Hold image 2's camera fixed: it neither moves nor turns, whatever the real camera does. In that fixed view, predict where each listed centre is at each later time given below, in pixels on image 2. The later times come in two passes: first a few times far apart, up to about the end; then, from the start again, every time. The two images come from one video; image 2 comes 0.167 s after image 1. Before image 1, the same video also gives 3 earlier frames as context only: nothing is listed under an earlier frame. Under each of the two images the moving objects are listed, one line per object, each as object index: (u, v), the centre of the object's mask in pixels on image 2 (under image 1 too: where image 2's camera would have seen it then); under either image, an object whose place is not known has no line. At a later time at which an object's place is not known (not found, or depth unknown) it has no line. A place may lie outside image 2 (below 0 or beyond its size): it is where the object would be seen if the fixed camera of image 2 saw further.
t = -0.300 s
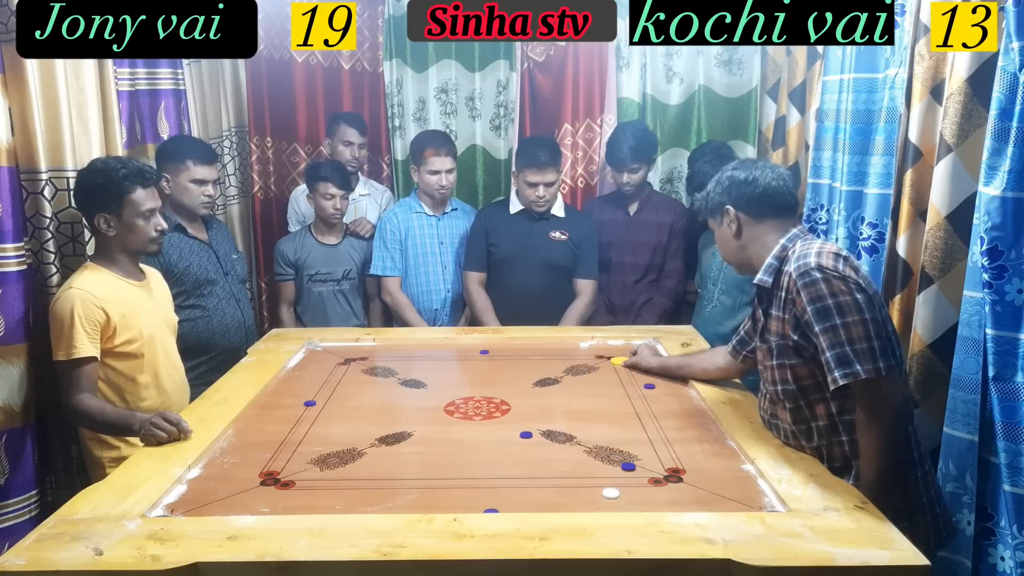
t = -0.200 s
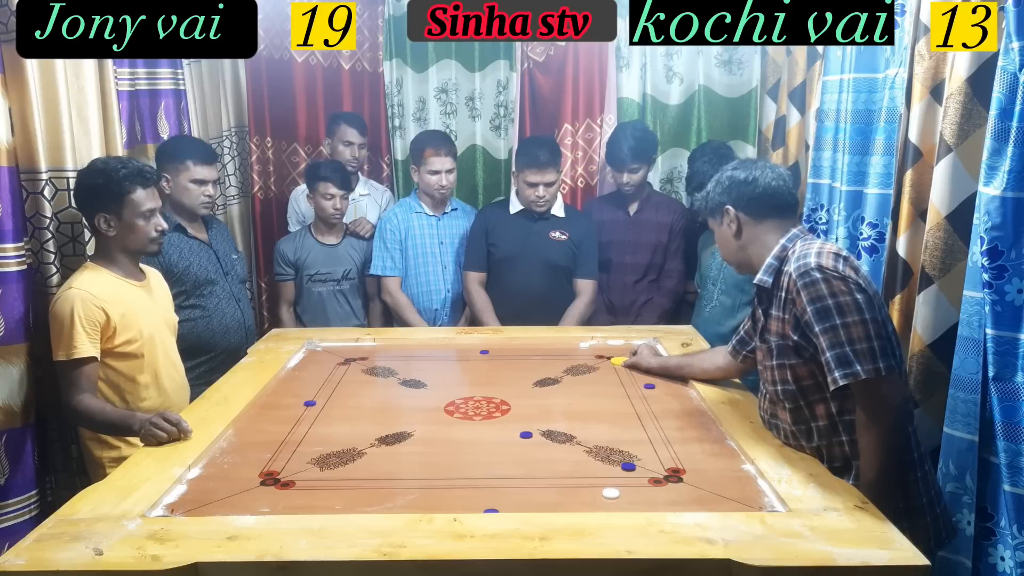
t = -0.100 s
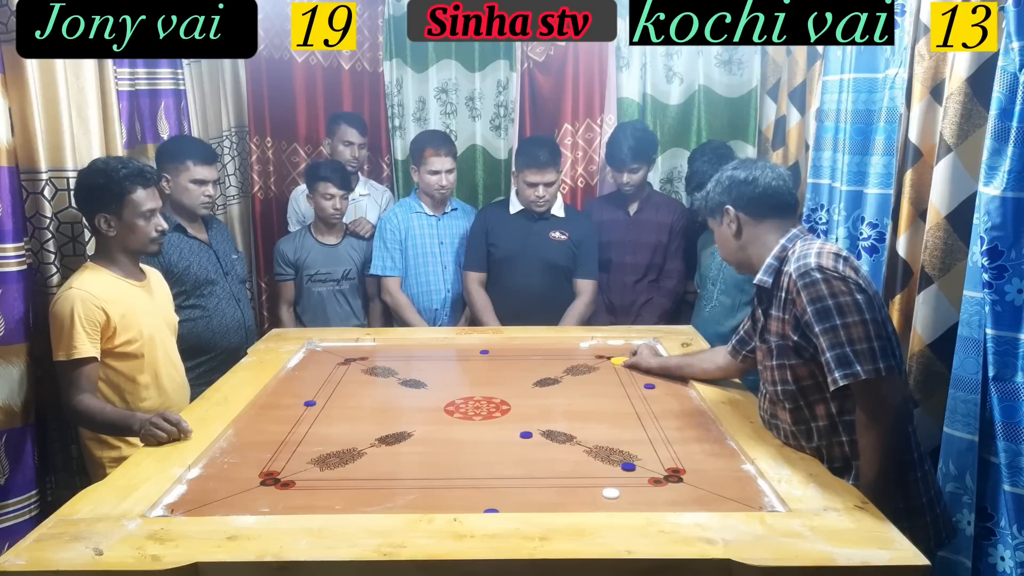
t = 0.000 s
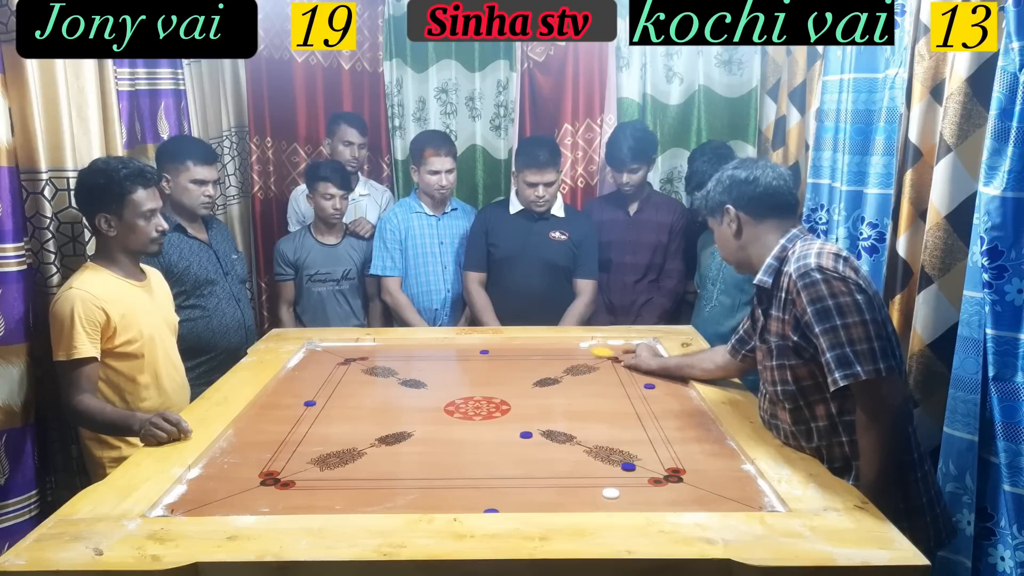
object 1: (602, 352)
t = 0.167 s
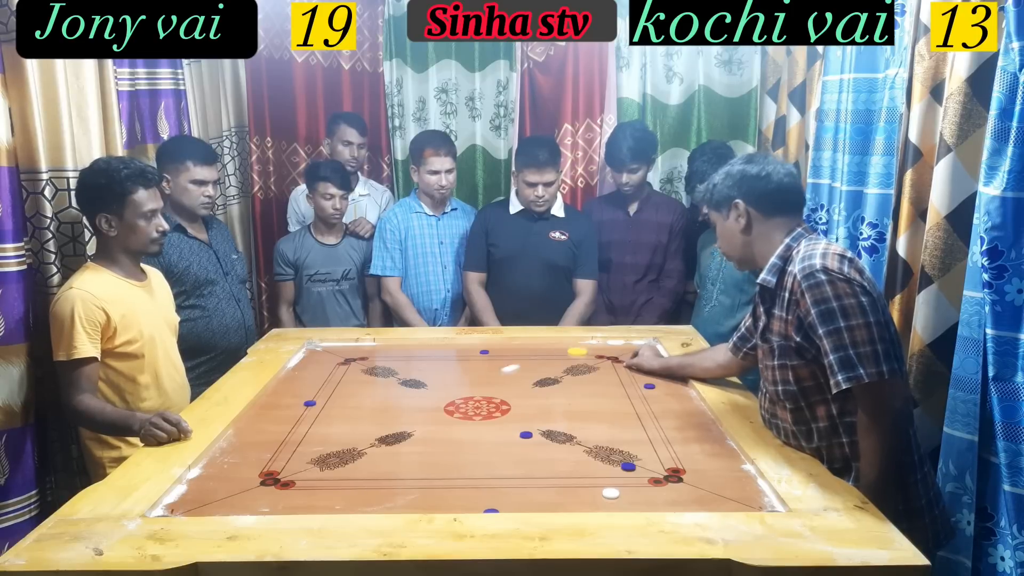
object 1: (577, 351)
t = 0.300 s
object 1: (566, 360)
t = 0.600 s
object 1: (546, 377)
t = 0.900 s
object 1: (532, 387)
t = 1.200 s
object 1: (530, 388)
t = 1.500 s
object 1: (530, 388)
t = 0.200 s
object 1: (574, 354)
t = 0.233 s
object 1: (572, 356)
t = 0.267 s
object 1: (569, 358)
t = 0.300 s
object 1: (566, 360)
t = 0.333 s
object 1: (564, 362)
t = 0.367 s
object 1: (561, 364)
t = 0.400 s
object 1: (559, 366)
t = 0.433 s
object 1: (557, 368)
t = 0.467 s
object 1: (554, 370)
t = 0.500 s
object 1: (552, 372)
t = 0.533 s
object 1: (550, 374)
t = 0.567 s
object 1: (547, 375)
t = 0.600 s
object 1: (546, 377)
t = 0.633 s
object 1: (543, 378)
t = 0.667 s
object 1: (542, 380)
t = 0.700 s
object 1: (540, 381)
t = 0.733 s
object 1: (538, 382)
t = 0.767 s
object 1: (537, 383)
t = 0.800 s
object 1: (535, 384)
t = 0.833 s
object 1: (534, 385)
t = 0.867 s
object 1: (533, 386)
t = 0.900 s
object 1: (532, 387)
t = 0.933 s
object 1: (531, 387)
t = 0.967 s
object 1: (531, 387)
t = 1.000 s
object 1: (530, 388)
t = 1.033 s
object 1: (530, 388)
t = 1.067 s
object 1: (530, 388)
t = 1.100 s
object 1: (530, 388)
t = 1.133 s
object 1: (530, 388)
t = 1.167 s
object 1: (530, 388)
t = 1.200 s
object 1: (530, 388)
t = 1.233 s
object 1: (530, 388)
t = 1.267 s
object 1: (530, 388)
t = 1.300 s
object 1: (530, 388)
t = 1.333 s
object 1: (530, 388)
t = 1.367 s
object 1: (530, 388)
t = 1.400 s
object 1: (530, 388)
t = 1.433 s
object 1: (530, 388)
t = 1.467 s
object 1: (530, 388)
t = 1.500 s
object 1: (530, 388)
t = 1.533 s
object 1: (530, 388)
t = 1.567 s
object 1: (530, 388)
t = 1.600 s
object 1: (530, 388)
